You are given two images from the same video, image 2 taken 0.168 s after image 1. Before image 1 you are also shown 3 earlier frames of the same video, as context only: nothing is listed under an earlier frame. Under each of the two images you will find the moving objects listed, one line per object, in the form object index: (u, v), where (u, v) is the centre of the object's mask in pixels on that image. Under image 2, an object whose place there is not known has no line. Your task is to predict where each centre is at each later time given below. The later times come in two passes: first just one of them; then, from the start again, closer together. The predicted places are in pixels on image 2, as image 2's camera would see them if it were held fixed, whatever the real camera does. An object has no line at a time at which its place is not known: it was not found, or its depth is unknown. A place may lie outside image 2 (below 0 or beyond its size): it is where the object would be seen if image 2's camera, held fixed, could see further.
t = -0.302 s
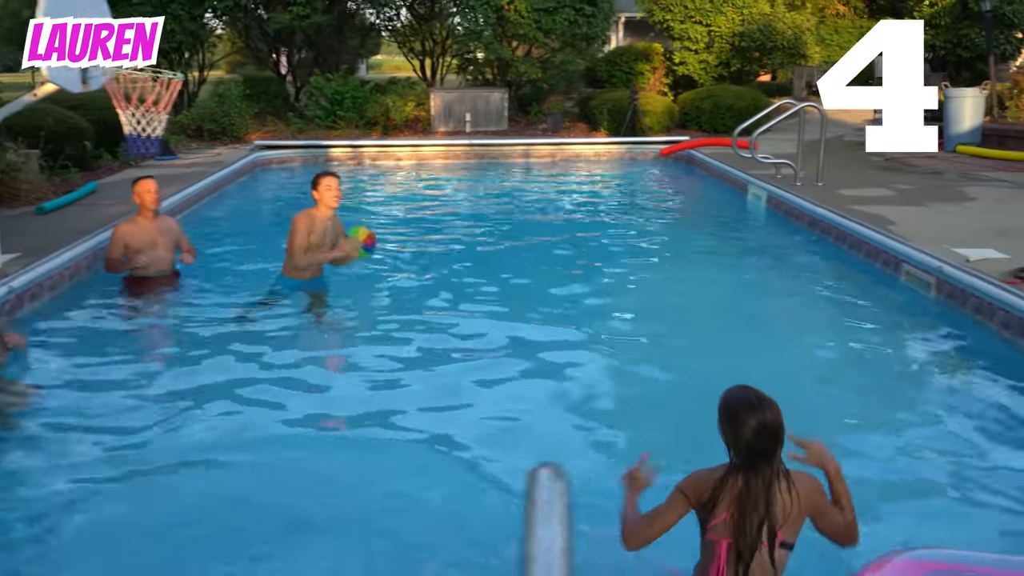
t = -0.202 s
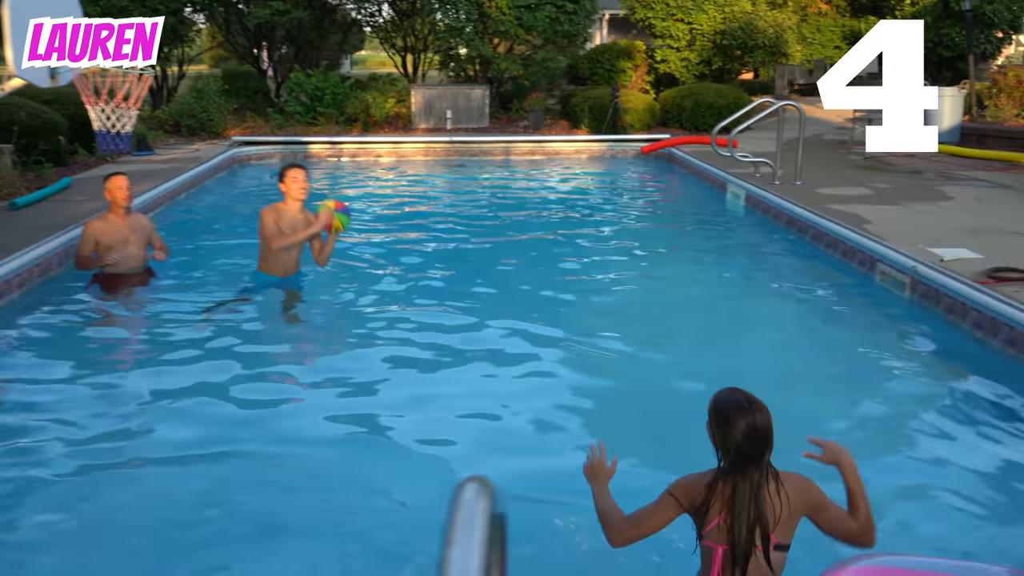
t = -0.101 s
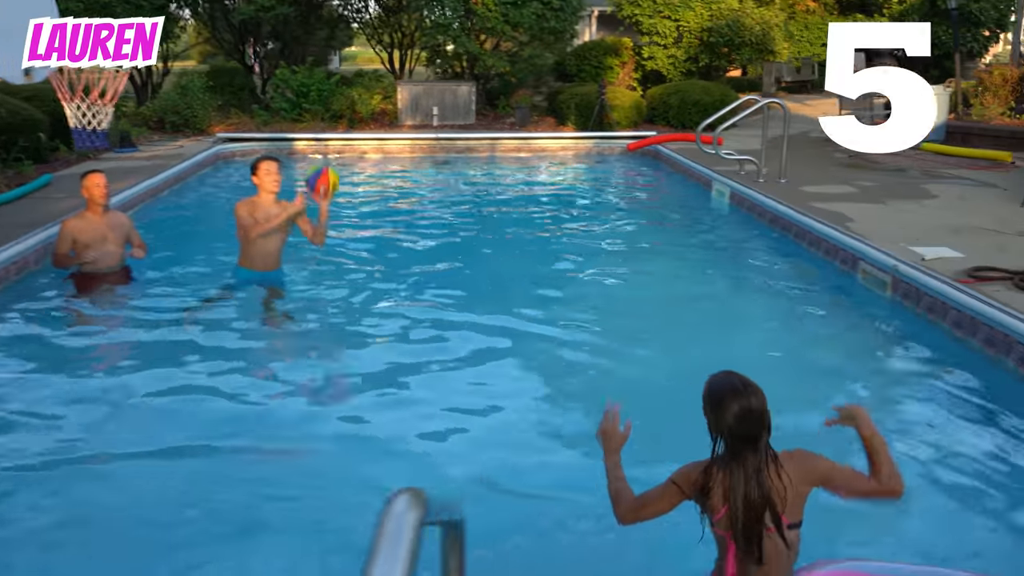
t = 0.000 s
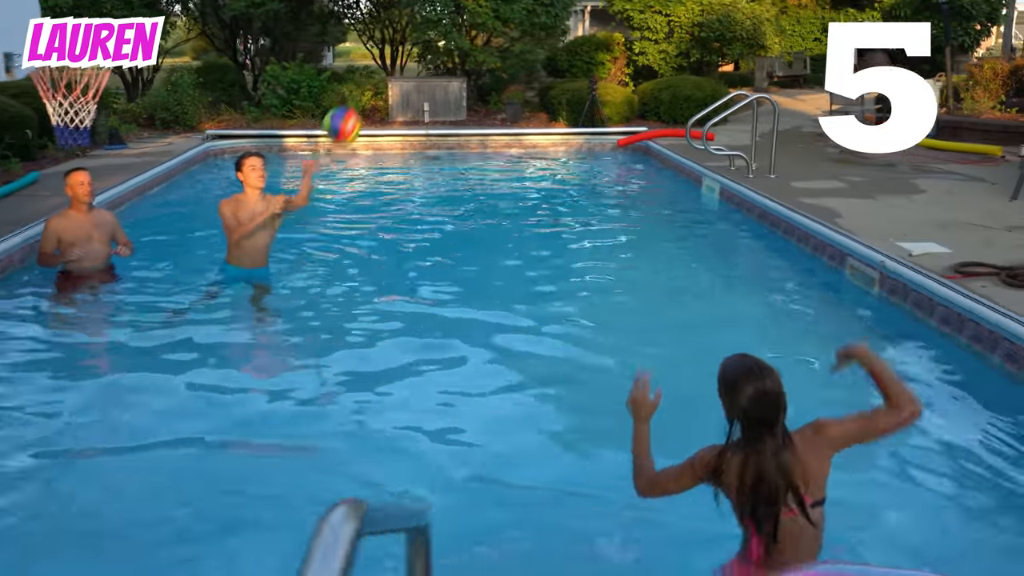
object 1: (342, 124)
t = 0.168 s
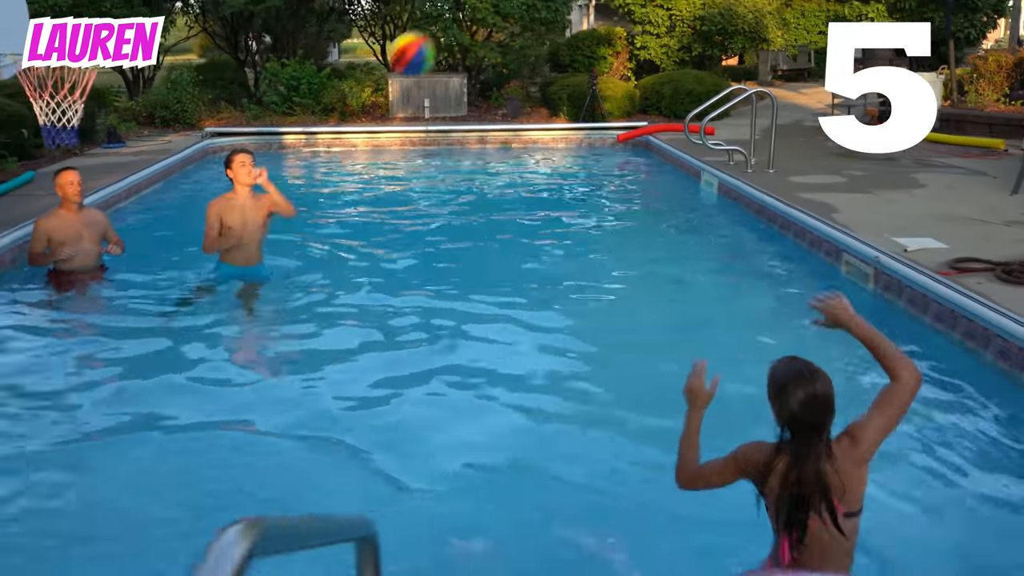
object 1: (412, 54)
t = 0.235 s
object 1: (445, 37)
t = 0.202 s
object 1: (428, 44)
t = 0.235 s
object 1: (445, 37)
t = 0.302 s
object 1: (482, 29)
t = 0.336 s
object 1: (500, 28)
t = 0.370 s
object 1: (522, 31)
